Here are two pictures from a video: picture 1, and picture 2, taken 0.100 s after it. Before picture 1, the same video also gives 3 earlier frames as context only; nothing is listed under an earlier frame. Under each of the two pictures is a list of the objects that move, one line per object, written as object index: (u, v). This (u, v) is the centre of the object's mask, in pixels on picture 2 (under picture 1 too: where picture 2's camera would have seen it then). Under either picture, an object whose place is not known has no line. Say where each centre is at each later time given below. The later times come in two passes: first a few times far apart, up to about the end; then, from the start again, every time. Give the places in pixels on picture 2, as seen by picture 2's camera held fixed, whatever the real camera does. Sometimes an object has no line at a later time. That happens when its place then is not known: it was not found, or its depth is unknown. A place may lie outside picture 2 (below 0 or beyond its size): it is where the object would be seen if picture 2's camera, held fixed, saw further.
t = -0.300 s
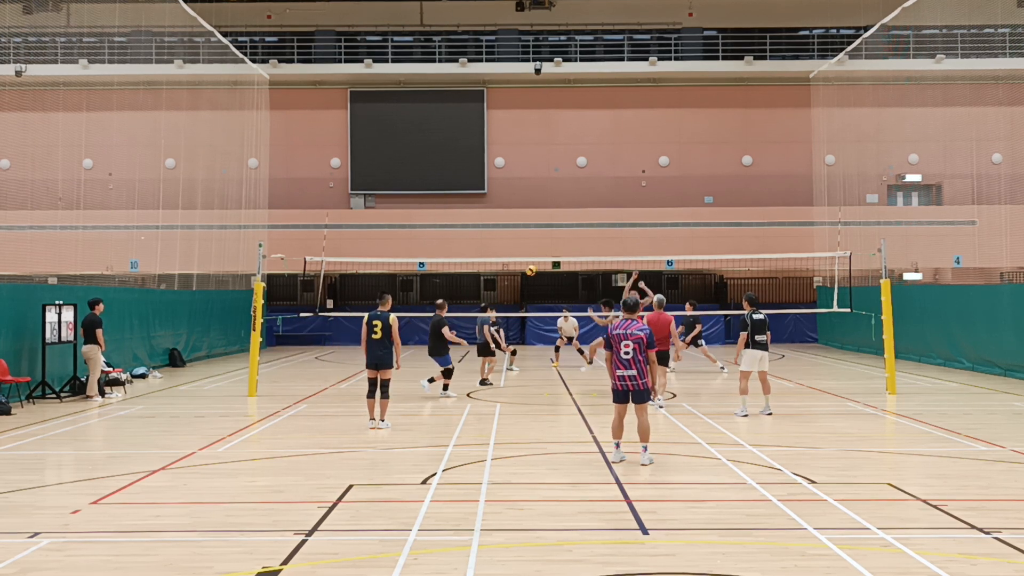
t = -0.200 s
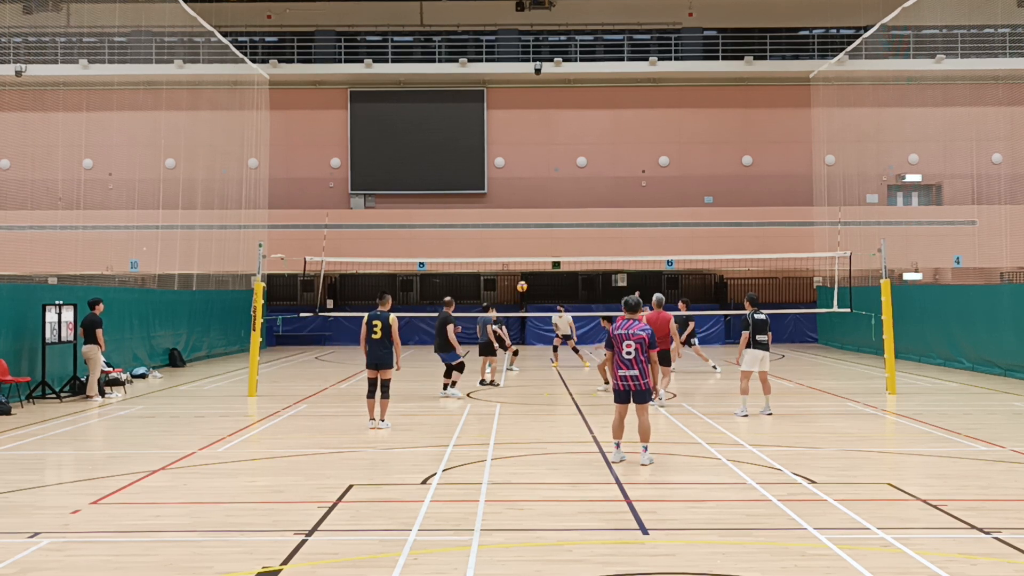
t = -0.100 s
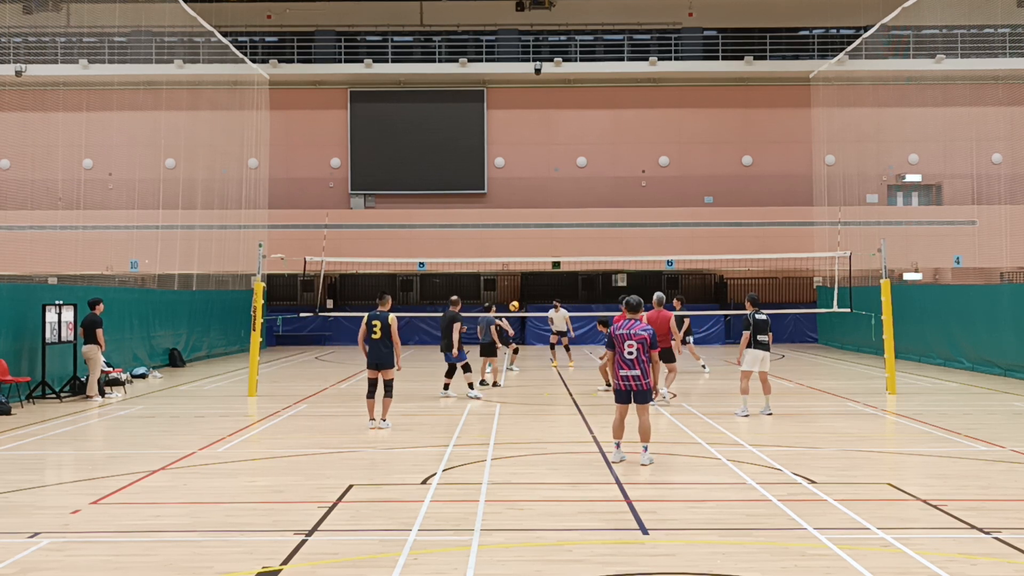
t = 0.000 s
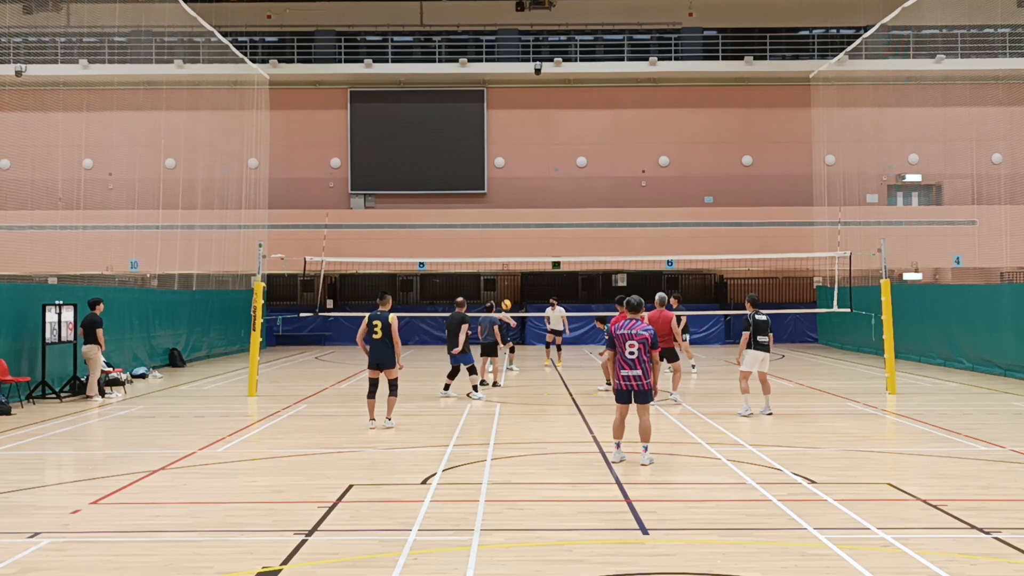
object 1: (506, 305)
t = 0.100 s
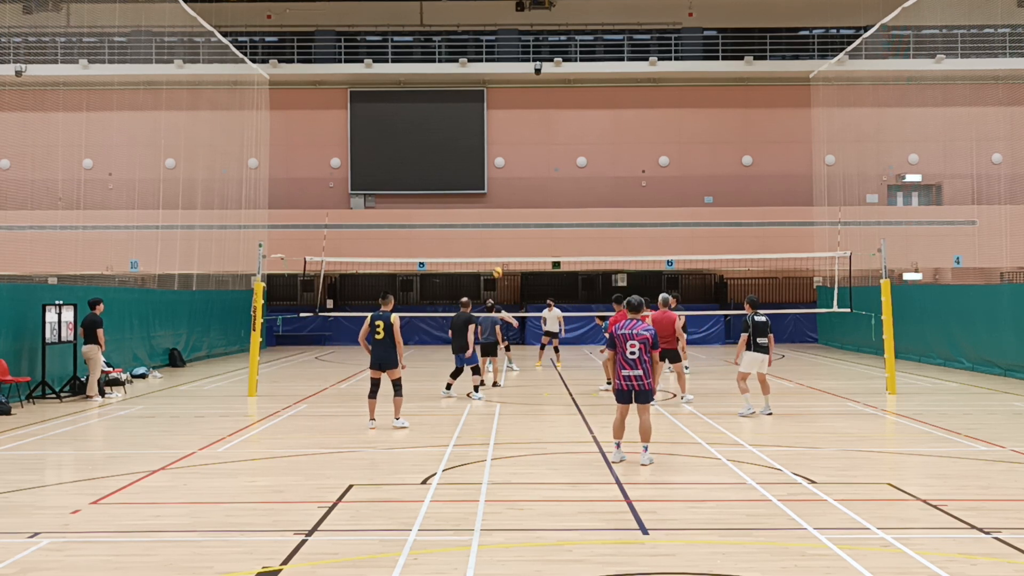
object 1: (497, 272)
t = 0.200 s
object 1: (488, 243)
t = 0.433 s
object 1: (467, 193)
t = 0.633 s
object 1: (448, 168)
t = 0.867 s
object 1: (424, 162)
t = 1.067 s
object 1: (404, 177)
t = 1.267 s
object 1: (384, 211)
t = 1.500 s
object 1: (360, 277)
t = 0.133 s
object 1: (494, 264)
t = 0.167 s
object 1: (492, 252)
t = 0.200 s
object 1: (488, 243)
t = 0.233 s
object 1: (486, 235)
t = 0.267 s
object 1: (482, 226)
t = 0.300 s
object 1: (479, 218)
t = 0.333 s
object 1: (477, 211)
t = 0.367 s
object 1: (473, 205)
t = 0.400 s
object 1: (470, 199)
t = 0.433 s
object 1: (467, 193)
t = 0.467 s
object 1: (463, 188)
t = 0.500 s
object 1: (460, 183)
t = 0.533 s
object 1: (457, 178)
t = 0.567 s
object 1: (454, 174)
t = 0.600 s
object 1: (451, 171)
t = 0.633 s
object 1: (448, 168)
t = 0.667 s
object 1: (444, 166)
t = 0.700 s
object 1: (441, 164)
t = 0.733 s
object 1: (438, 163)
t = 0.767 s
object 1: (434, 162)
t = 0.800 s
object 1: (431, 161)
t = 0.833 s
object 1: (428, 161)
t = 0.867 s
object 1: (424, 162)
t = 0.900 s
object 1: (421, 163)
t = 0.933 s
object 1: (418, 165)
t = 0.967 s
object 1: (414, 167)
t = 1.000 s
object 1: (411, 170)
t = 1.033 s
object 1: (407, 173)
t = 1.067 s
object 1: (404, 177)
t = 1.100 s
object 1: (401, 181)
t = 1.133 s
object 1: (397, 186)
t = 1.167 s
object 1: (394, 192)
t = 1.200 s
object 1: (390, 198)
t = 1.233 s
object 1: (387, 204)
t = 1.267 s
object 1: (384, 211)
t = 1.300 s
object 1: (380, 219)
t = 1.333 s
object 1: (377, 227)
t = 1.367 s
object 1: (374, 236)
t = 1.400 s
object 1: (371, 245)
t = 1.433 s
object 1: (367, 254)
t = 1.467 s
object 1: (363, 267)
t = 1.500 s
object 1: (360, 277)
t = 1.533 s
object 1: (356, 288)
